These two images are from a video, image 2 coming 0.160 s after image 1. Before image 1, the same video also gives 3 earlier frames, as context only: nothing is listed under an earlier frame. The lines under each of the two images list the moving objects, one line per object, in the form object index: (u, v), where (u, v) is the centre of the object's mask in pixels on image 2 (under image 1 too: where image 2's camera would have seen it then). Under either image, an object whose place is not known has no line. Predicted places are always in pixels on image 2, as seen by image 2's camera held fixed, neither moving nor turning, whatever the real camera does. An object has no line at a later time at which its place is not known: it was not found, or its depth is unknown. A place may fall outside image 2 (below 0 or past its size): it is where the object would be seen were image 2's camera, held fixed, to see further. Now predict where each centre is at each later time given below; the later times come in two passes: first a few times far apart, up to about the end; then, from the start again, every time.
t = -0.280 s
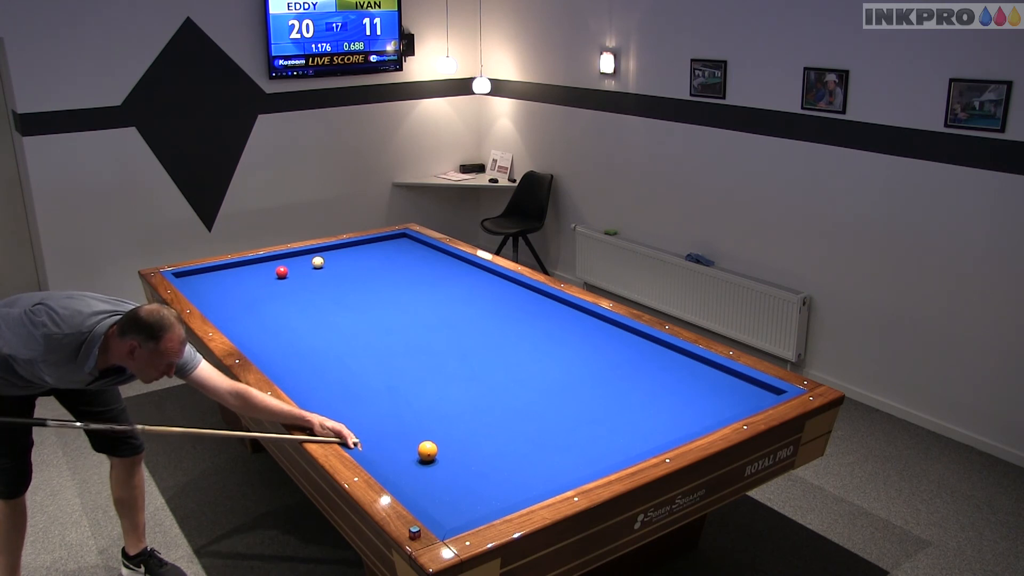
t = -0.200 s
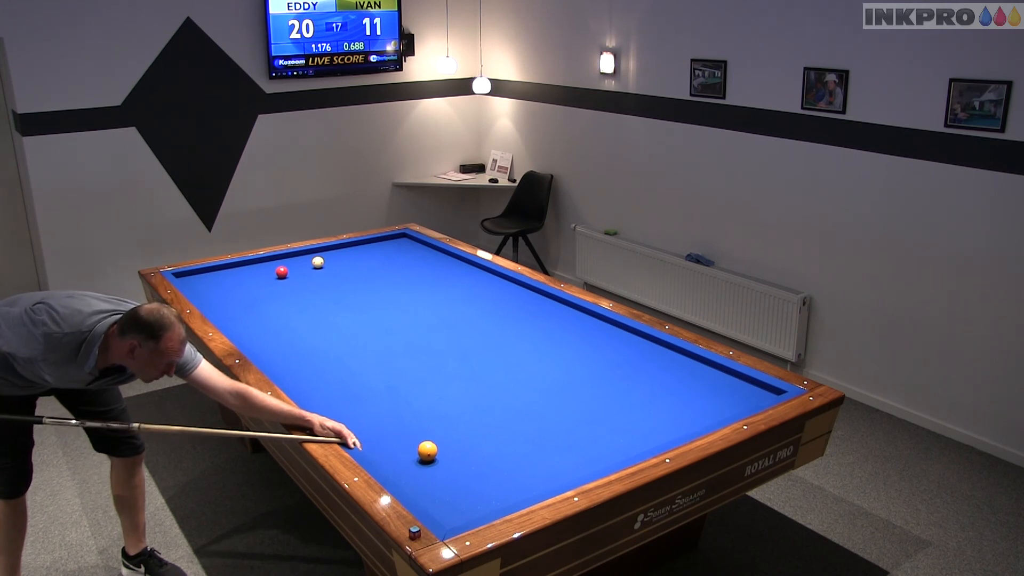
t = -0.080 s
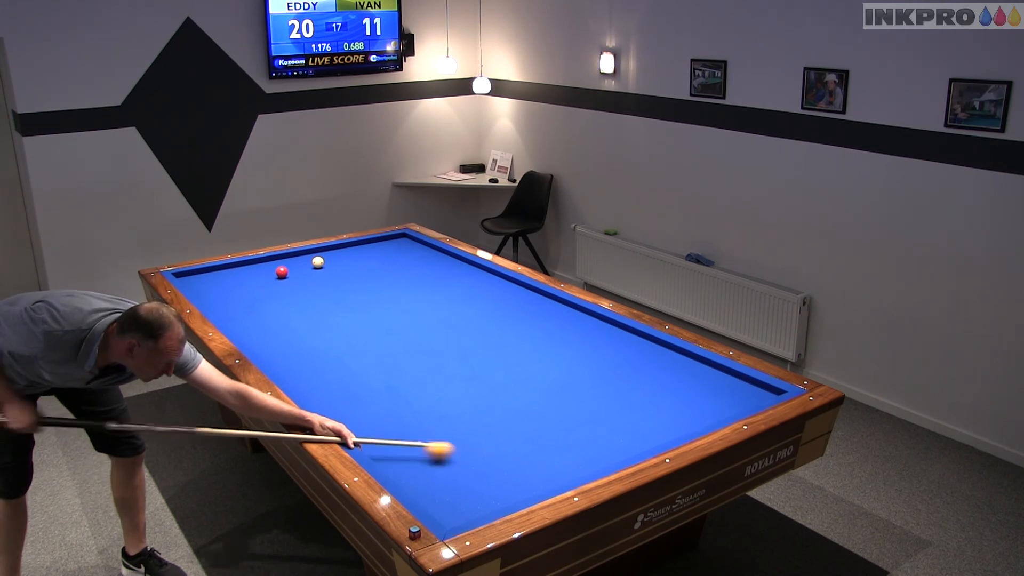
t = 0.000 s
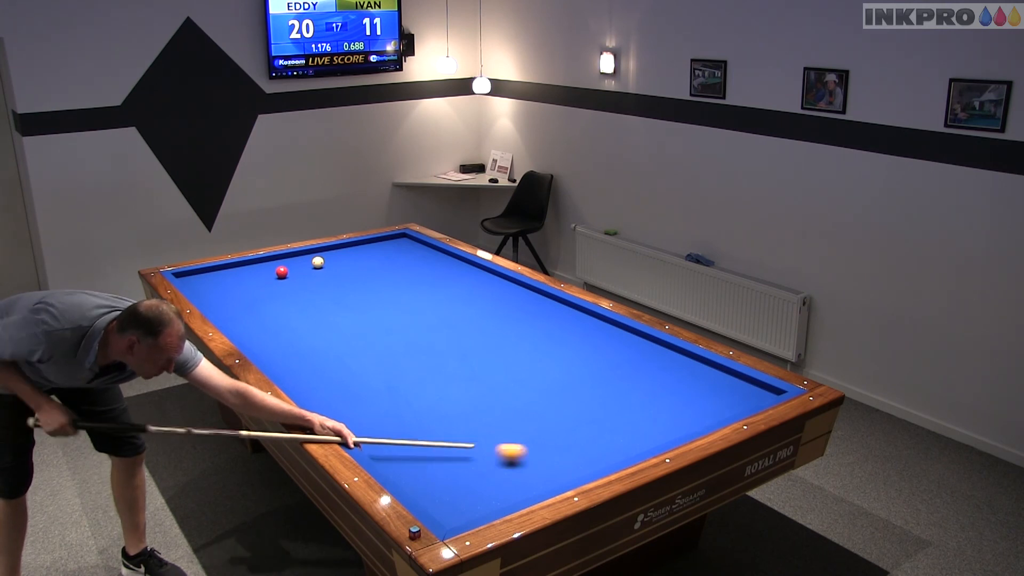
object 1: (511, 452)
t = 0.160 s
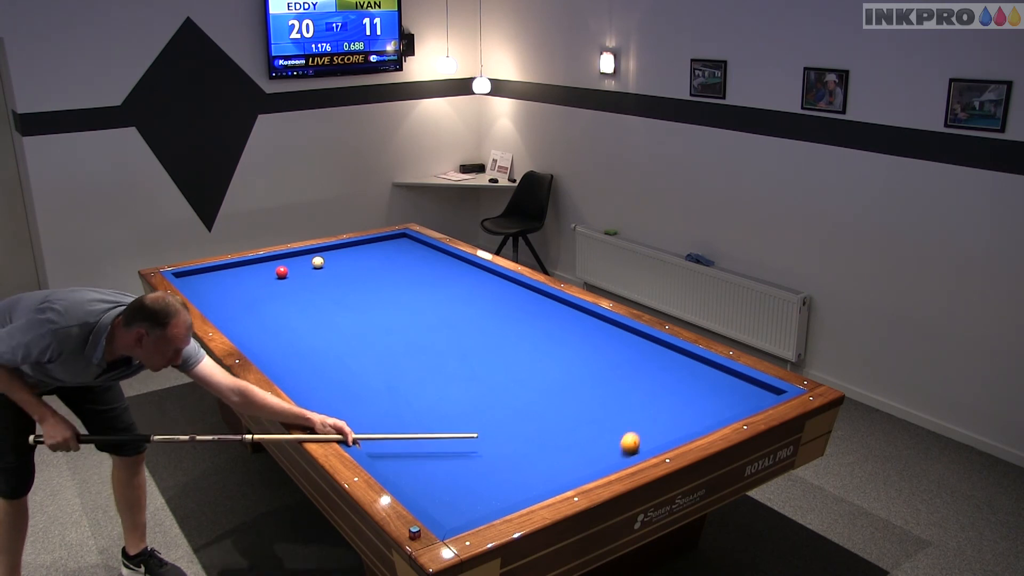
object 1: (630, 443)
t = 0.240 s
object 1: (641, 418)
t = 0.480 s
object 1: (678, 363)
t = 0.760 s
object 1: (579, 351)
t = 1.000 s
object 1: (489, 345)
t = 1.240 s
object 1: (406, 337)
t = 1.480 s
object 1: (329, 330)
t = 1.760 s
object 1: (245, 323)
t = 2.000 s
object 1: (242, 308)
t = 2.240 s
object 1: (250, 293)
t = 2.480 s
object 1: (258, 280)
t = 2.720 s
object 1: (265, 268)
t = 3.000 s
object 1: (273, 258)
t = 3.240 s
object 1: (289, 260)
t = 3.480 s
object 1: (304, 262)
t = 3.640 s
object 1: (307, 264)
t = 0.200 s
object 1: (635, 430)
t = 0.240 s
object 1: (641, 418)
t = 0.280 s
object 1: (646, 407)
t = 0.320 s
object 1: (652, 397)
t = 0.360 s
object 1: (658, 387)
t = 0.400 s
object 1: (664, 378)
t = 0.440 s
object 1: (671, 370)
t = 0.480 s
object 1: (678, 363)
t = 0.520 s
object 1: (684, 355)
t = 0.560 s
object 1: (671, 353)
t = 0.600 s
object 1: (652, 353)
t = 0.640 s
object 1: (633, 353)
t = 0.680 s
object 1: (614, 352)
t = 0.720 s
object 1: (597, 352)
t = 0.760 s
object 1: (579, 351)
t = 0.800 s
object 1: (563, 350)
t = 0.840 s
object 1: (547, 349)
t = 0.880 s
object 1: (532, 348)
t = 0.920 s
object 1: (517, 347)
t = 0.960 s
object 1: (503, 346)
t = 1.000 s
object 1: (489, 345)
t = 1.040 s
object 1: (475, 343)
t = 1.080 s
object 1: (460, 342)
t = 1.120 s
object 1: (447, 341)
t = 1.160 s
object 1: (433, 340)
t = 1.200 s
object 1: (419, 339)
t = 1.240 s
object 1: (406, 337)
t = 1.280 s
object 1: (393, 336)
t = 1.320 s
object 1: (380, 335)
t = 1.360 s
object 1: (367, 334)
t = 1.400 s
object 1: (354, 333)
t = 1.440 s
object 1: (341, 332)
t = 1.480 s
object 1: (329, 330)
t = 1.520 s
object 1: (316, 329)
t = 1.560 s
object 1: (304, 328)
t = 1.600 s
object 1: (292, 327)
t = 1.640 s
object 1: (280, 326)
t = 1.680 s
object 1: (268, 325)
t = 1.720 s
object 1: (257, 323)
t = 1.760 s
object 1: (245, 323)
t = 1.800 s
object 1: (234, 321)
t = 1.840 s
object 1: (228, 319)
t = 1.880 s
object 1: (232, 317)
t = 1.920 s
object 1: (236, 313)
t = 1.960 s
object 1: (239, 311)
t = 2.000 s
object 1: (242, 308)
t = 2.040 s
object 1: (244, 305)
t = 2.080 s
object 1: (245, 303)
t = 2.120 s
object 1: (246, 300)
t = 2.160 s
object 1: (248, 298)
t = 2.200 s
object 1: (249, 295)
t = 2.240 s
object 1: (250, 293)
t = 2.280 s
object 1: (252, 291)
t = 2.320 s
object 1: (253, 289)
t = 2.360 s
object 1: (254, 287)
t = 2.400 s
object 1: (256, 285)
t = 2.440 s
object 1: (257, 282)
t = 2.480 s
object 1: (258, 280)
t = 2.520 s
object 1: (259, 278)
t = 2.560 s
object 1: (260, 276)
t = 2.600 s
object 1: (262, 274)
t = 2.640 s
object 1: (263, 272)
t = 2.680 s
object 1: (263, 270)
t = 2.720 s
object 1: (265, 268)
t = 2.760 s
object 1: (266, 267)
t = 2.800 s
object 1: (267, 265)
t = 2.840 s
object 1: (268, 263)
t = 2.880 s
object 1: (269, 261)
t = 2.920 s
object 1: (270, 259)
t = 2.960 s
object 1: (271, 258)
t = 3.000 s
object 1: (273, 258)
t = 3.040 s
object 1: (276, 259)
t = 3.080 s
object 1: (279, 259)
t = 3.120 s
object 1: (281, 259)
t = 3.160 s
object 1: (284, 260)
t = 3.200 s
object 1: (286, 260)
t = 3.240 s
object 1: (289, 260)
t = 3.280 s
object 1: (291, 261)
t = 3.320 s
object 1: (294, 261)
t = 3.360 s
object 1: (297, 261)
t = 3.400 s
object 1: (299, 262)
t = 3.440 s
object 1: (301, 262)
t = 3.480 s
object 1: (304, 262)
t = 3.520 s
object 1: (306, 263)
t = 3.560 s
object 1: (307, 263)
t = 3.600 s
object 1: (307, 264)
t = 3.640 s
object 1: (307, 264)
